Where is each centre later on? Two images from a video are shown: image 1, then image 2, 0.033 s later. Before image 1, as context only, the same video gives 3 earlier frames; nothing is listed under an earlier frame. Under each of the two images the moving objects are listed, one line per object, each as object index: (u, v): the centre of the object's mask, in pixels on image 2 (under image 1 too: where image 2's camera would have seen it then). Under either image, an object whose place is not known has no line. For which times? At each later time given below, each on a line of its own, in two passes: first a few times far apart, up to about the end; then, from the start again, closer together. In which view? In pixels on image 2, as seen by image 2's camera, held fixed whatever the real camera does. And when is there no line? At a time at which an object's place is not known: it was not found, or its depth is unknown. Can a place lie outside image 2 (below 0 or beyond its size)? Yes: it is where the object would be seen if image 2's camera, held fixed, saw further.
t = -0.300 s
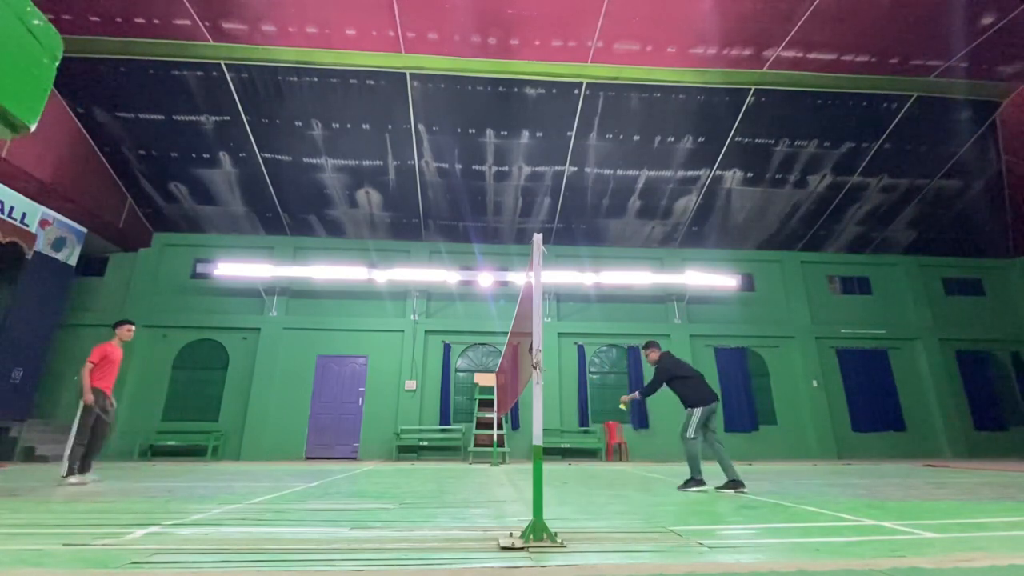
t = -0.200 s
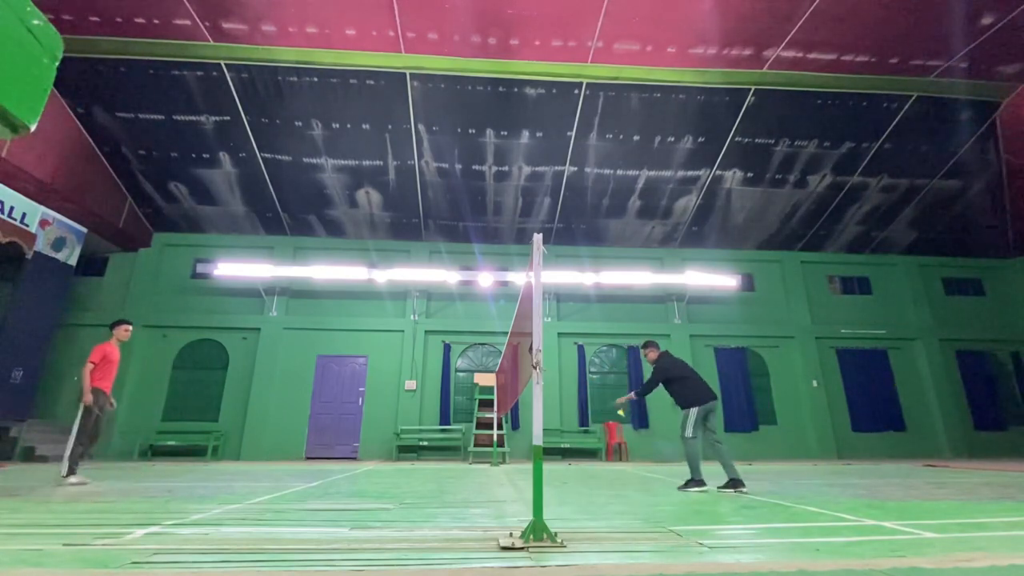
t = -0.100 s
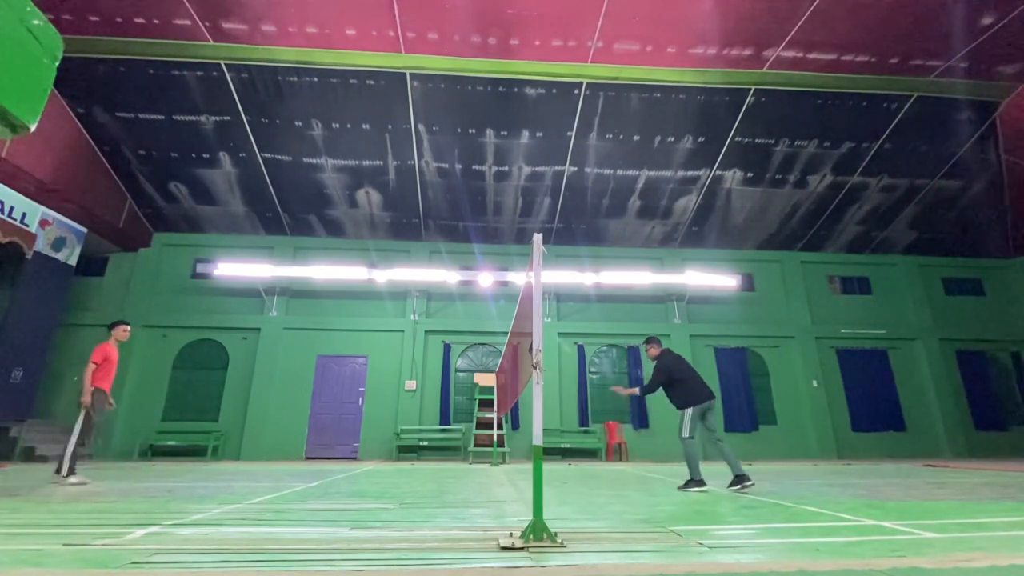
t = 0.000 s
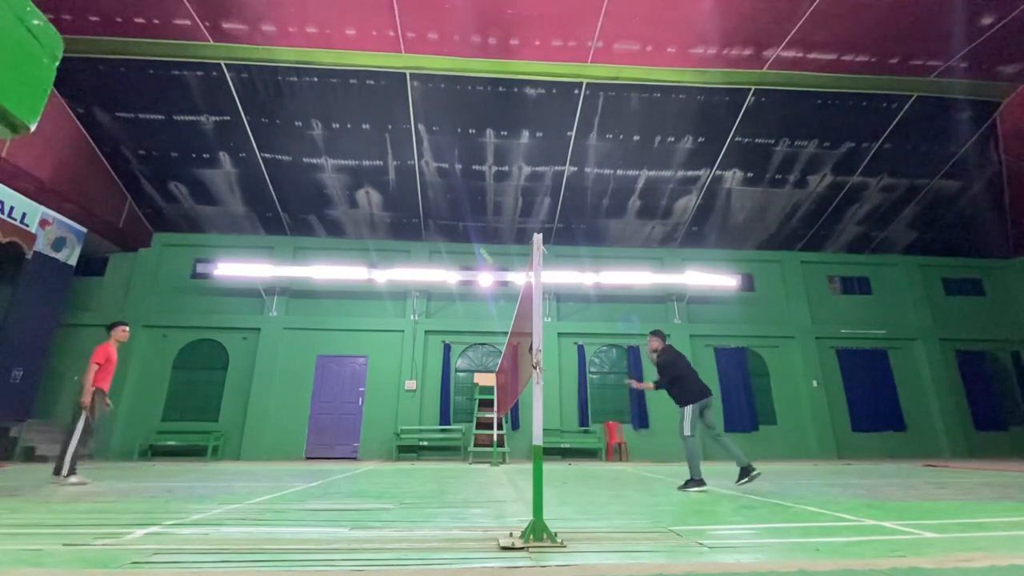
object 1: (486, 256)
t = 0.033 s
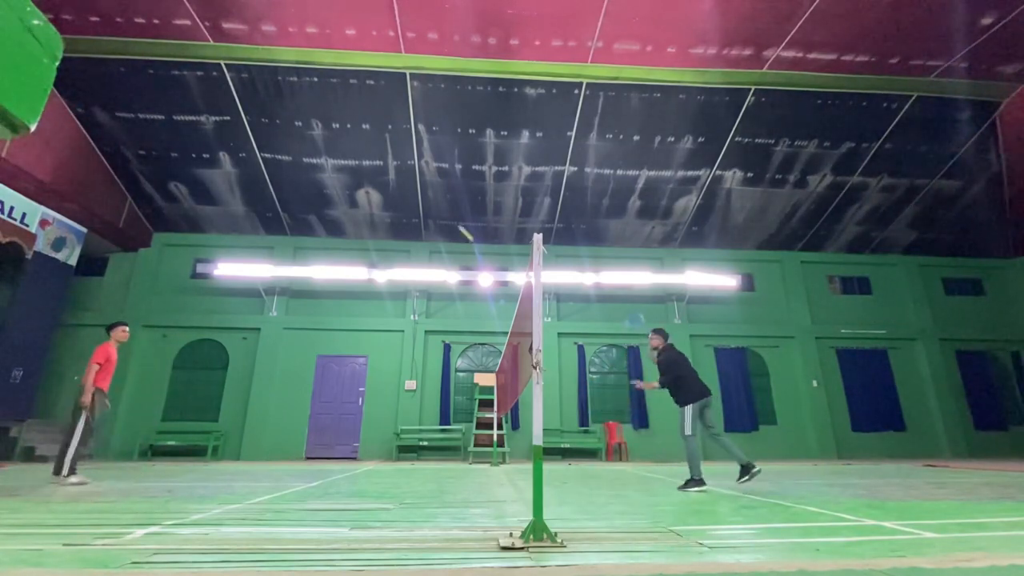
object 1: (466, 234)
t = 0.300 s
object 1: (350, 133)
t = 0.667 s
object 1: (238, 112)
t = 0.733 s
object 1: (221, 118)
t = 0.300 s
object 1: (350, 133)
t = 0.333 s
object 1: (338, 126)
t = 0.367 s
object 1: (327, 121)
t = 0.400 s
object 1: (317, 117)
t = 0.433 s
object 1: (307, 113)
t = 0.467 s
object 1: (296, 110)
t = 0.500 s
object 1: (286, 109)
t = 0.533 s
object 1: (276, 108)
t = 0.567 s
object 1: (267, 108)
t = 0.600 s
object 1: (259, 108)
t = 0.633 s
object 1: (249, 109)
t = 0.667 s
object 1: (238, 112)
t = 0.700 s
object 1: (229, 114)
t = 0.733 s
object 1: (221, 118)
